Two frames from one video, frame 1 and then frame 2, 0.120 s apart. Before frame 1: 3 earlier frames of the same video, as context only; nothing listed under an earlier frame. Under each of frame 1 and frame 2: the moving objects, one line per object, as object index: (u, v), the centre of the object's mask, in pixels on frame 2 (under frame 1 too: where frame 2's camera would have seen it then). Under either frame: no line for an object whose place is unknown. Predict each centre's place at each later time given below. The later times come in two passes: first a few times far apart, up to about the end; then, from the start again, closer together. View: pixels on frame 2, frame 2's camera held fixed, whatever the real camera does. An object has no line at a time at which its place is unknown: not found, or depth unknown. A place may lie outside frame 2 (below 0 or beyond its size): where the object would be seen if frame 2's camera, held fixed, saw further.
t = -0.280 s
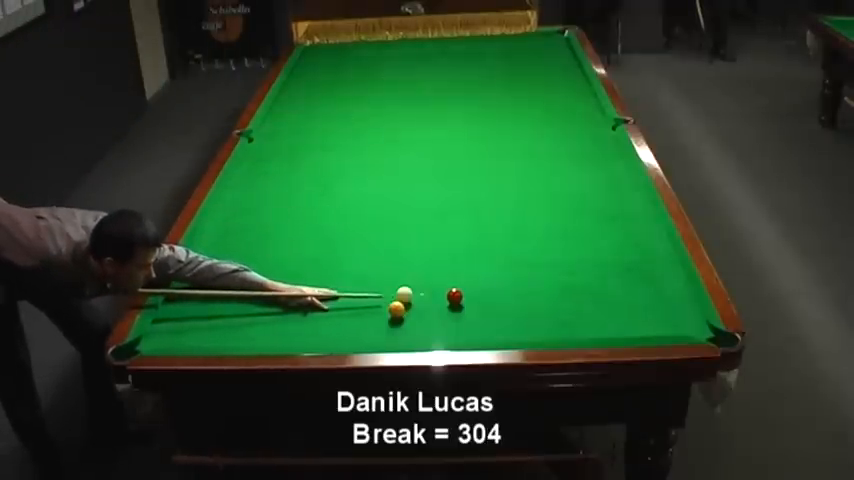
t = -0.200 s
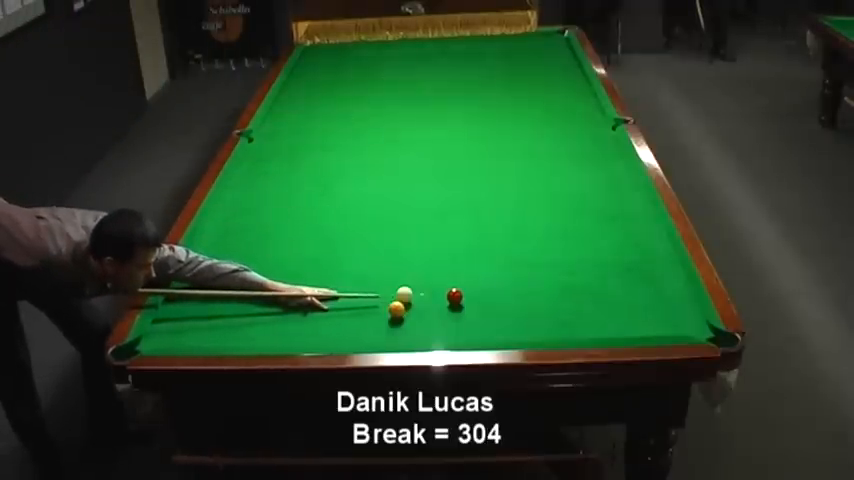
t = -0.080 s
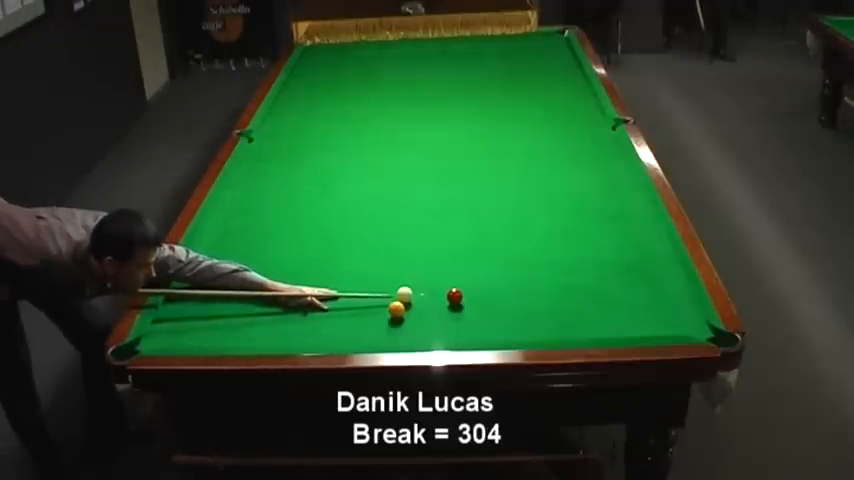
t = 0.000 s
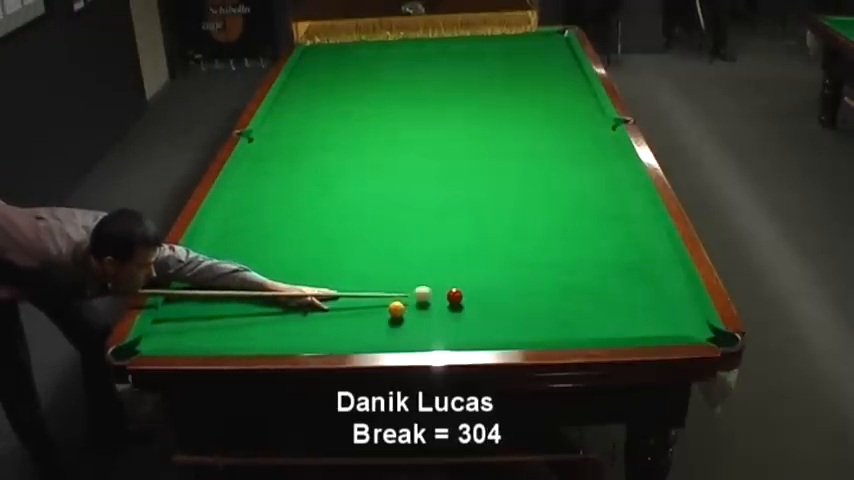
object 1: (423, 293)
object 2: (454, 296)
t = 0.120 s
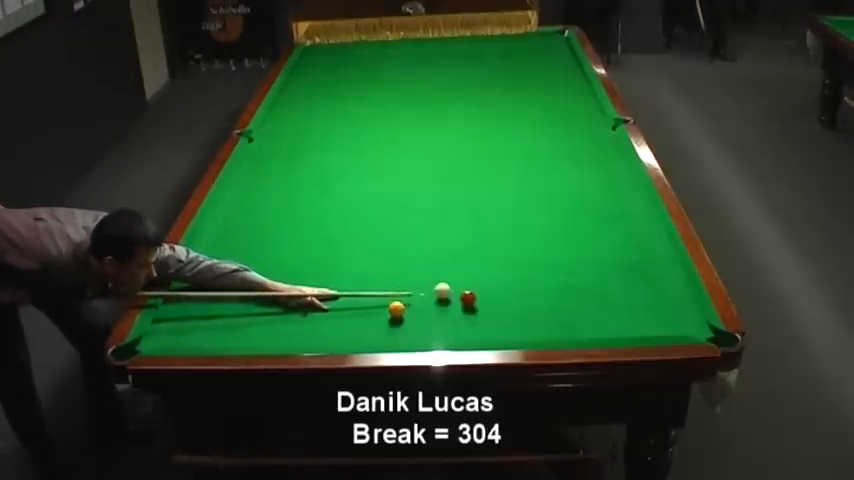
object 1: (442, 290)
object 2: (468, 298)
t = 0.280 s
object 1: (449, 284)
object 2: (494, 302)
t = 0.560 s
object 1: (460, 276)
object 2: (537, 308)
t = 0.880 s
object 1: (472, 268)
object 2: (583, 315)
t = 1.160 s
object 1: (480, 262)
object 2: (622, 320)
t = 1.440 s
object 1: (487, 258)
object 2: (659, 326)
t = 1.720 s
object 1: (492, 254)
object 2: (693, 329)
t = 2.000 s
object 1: (496, 251)
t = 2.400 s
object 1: (498, 249)
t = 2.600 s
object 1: (501, 249)
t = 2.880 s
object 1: (501, 250)
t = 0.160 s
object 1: (444, 289)
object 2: (475, 299)
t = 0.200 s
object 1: (446, 287)
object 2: (481, 300)
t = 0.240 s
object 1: (448, 286)
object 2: (487, 301)
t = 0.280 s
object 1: (449, 284)
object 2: (494, 302)
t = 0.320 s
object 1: (451, 283)
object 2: (500, 303)
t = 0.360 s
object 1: (452, 282)
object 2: (506, 304)
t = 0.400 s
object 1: (454, 281)
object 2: (512, 305)
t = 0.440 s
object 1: (456, 280)
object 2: (518, 306)
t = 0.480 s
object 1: (457, 278)
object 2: (525, 307)
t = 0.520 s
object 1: (459, 277)
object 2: (531, 308)
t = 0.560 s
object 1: (460, 276)
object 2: (537, 308)
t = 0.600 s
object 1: (462, 275)
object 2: (542, 310)
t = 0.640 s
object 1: (463, 274)
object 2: (548, 310)
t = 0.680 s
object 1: (465, 273)
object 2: (554, 311)
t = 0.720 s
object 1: (466, 272)
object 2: (560, 312)
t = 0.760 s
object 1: (468, 271)
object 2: (566, 313)
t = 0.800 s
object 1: (469, 270)
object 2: (572, 314)
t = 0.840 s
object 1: (470, 269)
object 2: (577, 314)
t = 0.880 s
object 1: (472, 268)
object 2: (583, 315)
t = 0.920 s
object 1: (473, 267)
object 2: (588, 316)
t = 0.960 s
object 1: (474, 266)
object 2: (594, 316)
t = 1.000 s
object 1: (475, 265)
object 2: (600, 317)
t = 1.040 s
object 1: (476, 265)
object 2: (605, 318)
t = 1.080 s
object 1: (478, 264)
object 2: (611, 319)
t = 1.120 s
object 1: (479, 263)
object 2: (616, 320)
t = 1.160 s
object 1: (480, 262)
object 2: (622, 320)
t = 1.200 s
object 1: (481, 261)
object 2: (627, 321)
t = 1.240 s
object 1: (482, 260)
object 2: (633, 322)
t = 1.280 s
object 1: (483, 260)
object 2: (638, 322)
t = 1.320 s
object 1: (484, 259)
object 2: (643, 323)
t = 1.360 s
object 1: (485, 259)
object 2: (648, 324)
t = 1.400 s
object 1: (486, 258)
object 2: (654, 325)
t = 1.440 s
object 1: (487, 258)
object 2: (659, 326)
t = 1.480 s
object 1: (488, 257)
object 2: (664, 326)
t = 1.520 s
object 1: (489, 257)
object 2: (669, 327)
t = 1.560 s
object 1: (489, 256)
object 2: (673, 327)
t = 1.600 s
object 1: (490, 255)
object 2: (678, 327)
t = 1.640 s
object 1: (491, 255)
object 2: (683, 328)
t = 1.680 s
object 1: (491, 255)
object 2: (688, 328)
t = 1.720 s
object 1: (492, 254)
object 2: (693, 329)
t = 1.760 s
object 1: (493, 253)
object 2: (697, 330)
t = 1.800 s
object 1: (493, 253)
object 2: (703, 331)
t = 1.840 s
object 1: (494, 253)
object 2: (707, 331)
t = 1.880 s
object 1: (495, 252)
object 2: (711, 333)
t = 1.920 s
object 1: (495, 252)
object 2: (714, 337)
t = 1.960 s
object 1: (496, 252)
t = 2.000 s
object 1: (496, 251)
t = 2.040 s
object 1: (497, 251)
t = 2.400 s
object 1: (498, 249)
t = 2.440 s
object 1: (500, 249)
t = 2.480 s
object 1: (501, 250)
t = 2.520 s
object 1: (501, 250)
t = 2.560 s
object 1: (501, 249)
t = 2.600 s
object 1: (501, 249)
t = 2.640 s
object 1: (501, 249)
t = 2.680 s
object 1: (501, 249)
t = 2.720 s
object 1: (502, 249)
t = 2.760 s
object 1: (501, 249)
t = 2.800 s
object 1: (502, 249)
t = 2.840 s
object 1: (501, 249)
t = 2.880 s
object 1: (501, 250)
